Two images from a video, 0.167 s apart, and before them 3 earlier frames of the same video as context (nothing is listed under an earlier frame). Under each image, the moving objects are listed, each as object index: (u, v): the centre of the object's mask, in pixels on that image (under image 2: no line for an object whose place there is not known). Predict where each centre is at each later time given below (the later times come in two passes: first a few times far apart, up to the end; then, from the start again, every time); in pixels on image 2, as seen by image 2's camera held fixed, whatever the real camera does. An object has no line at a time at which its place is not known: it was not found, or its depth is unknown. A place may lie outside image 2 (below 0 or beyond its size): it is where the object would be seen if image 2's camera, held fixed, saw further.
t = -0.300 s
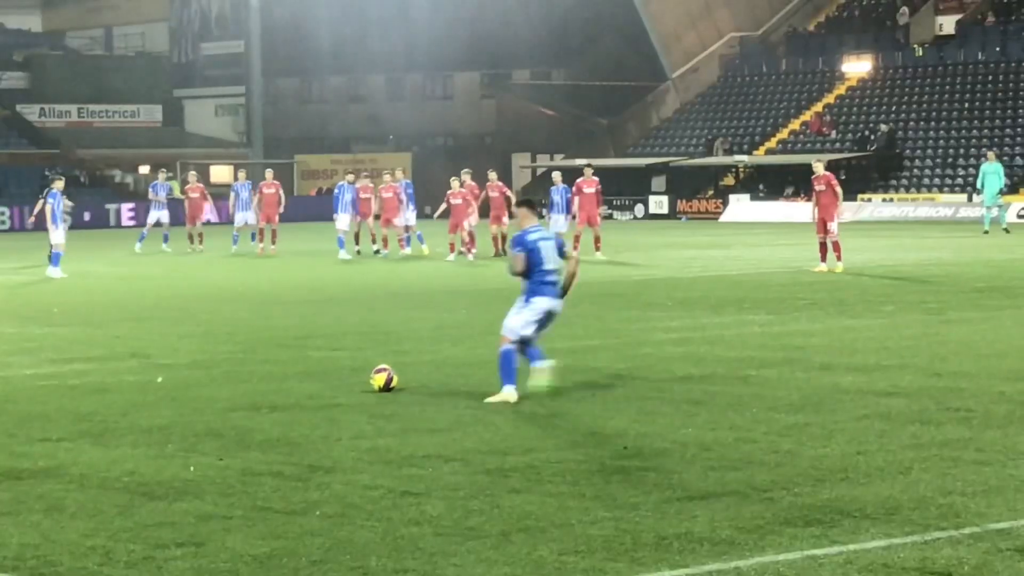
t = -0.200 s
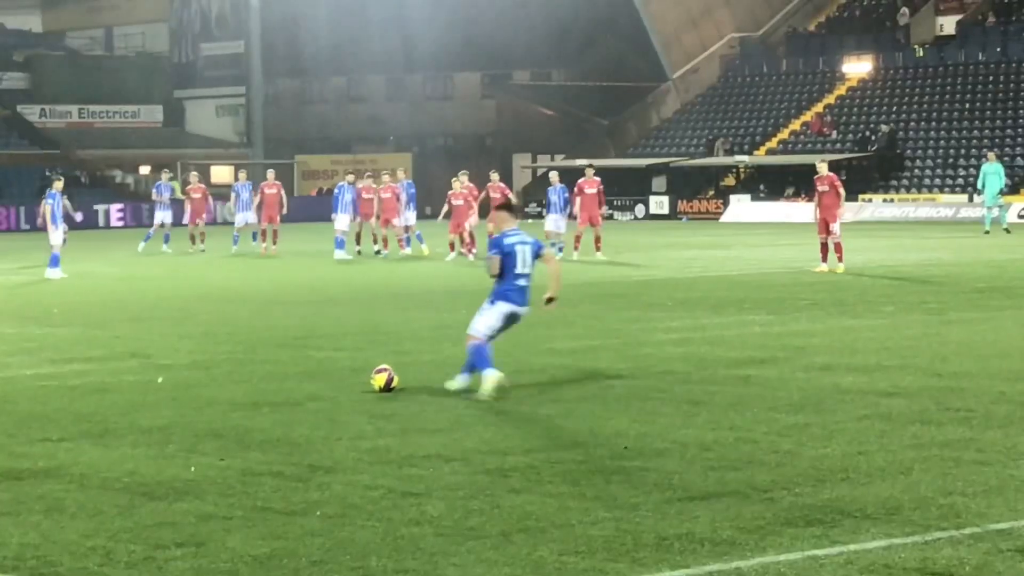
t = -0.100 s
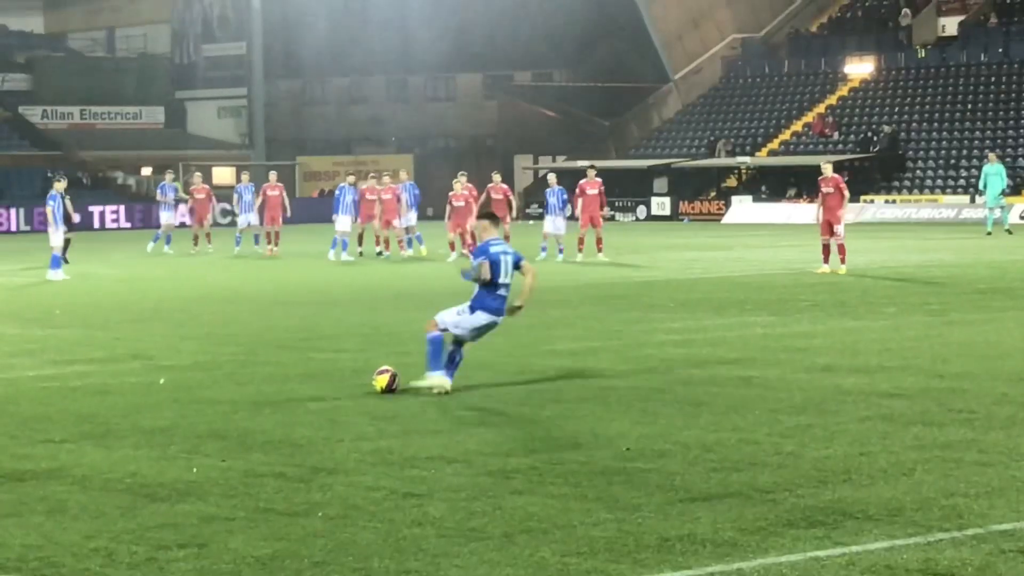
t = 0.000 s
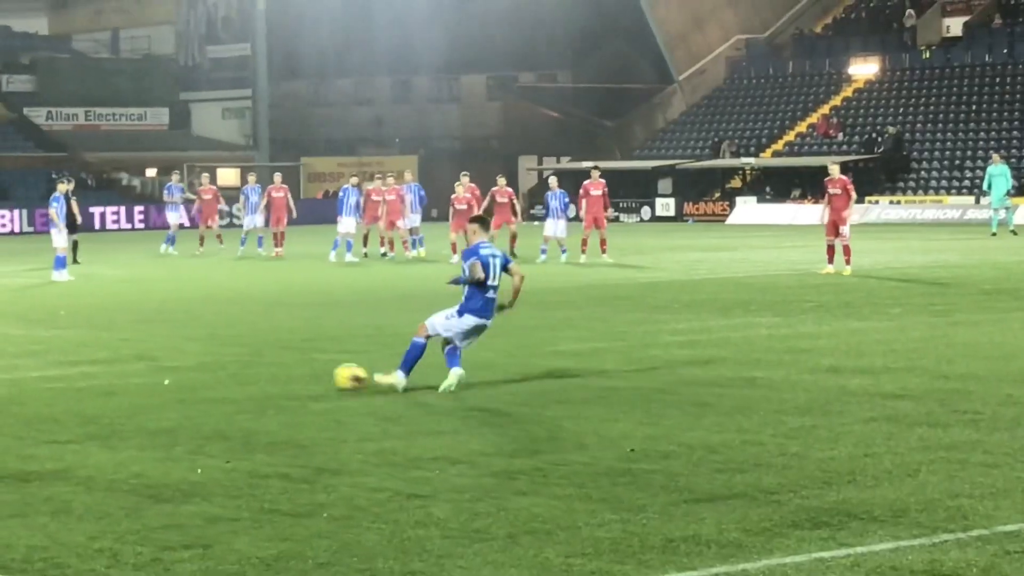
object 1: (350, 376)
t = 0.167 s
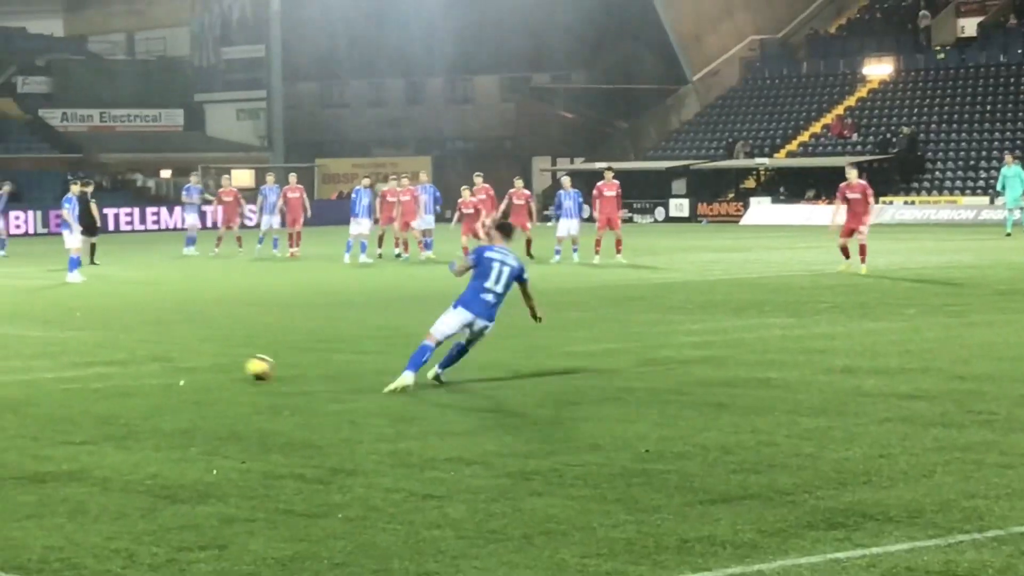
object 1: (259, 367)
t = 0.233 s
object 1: (224, 364)
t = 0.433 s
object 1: (132, 355)
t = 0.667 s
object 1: (47, 347)
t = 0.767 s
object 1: (15, 344)
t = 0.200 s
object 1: (242, 365)
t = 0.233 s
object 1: (224, 364)
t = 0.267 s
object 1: (207, 363)
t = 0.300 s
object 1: (192, 361)
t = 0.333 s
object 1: (175, 359)
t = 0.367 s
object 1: (161, 357)
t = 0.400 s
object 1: (146, 357)
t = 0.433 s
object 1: (132, 355)
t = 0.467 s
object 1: (119, 354)
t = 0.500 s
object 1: (107, 353)
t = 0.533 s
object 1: (93, 351)
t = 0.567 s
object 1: (82, 350)
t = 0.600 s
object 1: (69, 349)
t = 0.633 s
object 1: (58, 349)
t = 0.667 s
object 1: (47, 347)
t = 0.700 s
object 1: (35, 346)
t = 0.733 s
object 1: (26, 346)
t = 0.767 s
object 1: (15, 344)
